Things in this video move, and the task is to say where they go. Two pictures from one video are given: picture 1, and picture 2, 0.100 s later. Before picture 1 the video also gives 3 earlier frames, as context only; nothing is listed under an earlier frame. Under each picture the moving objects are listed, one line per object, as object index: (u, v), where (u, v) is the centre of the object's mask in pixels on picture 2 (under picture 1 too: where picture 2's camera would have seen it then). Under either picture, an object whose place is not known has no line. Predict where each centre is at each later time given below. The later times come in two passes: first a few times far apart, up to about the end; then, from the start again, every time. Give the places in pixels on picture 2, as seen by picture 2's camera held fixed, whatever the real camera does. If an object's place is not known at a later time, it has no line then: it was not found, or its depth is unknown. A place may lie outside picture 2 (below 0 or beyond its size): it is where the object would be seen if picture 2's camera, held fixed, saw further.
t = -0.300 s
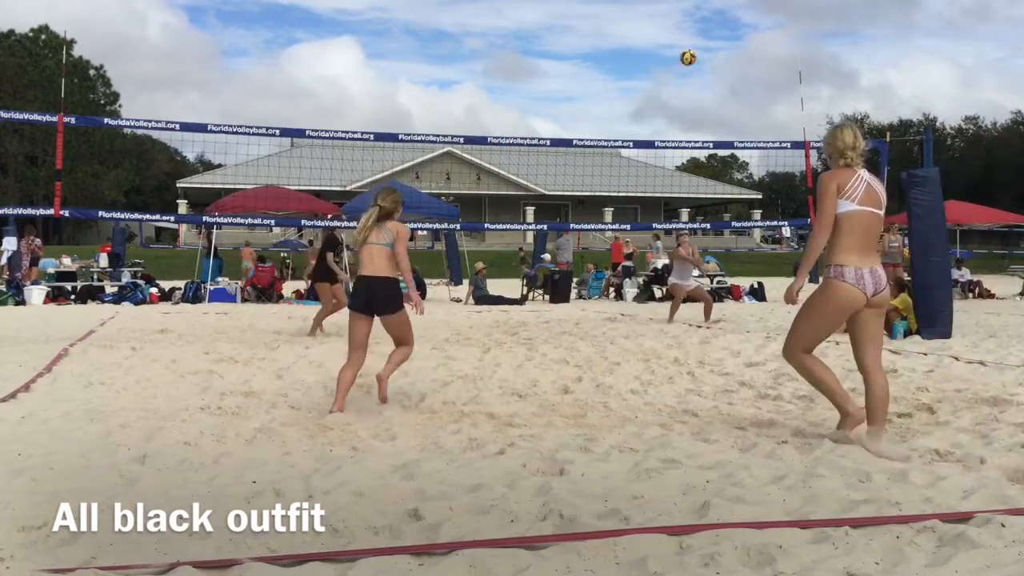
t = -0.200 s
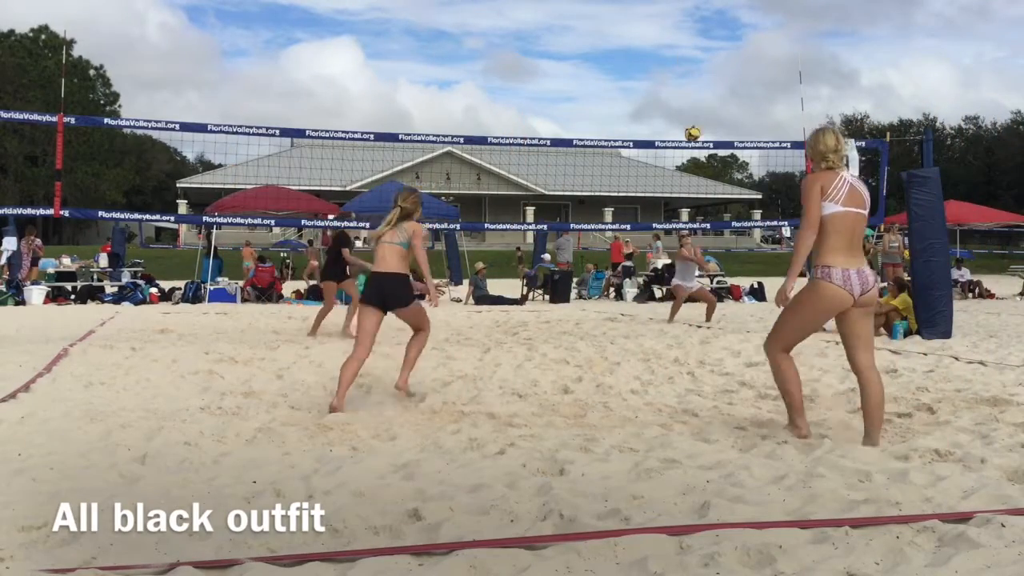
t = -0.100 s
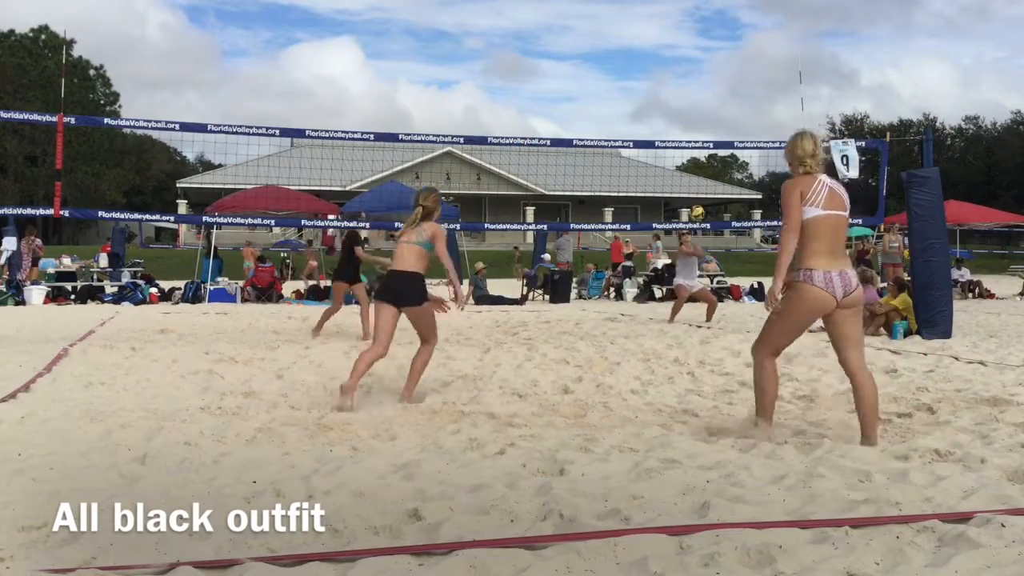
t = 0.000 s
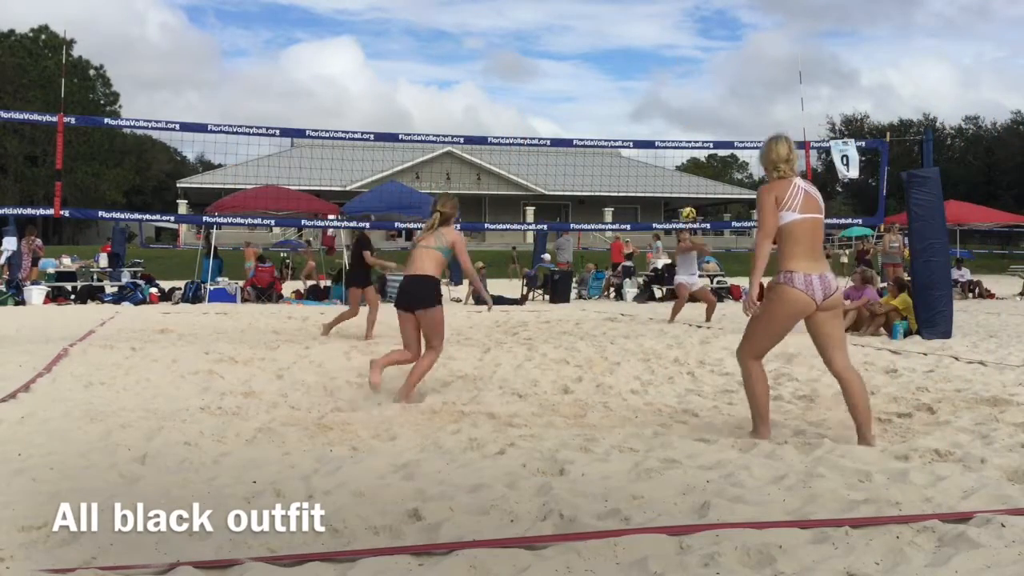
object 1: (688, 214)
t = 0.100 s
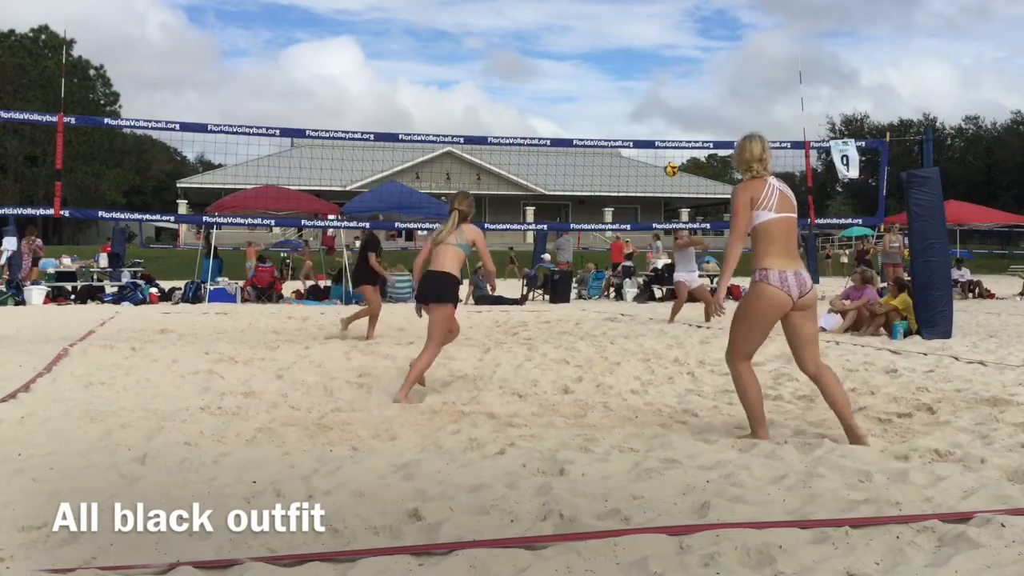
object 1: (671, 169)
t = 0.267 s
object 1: (643, 107)
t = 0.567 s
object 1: (590, 41)
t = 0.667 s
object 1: (571, 33)
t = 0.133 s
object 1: (666, 156)
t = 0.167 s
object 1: (660, 137)
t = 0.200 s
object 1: (655, 129)
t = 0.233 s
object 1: (649, 118)
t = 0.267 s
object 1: (643, 107)
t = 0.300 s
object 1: (637, 97)
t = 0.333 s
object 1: (632, 87)
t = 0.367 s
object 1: (626, 78)
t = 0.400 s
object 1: (620, 70)
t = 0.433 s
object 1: (614, 62)
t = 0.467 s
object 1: (608, 56)
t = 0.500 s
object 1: (602, 51)
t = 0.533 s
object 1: (596, 45)
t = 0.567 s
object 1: (590, 41)
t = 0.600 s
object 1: (584, 38)
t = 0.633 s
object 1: (577, 35)
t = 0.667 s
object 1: (571, 33)
